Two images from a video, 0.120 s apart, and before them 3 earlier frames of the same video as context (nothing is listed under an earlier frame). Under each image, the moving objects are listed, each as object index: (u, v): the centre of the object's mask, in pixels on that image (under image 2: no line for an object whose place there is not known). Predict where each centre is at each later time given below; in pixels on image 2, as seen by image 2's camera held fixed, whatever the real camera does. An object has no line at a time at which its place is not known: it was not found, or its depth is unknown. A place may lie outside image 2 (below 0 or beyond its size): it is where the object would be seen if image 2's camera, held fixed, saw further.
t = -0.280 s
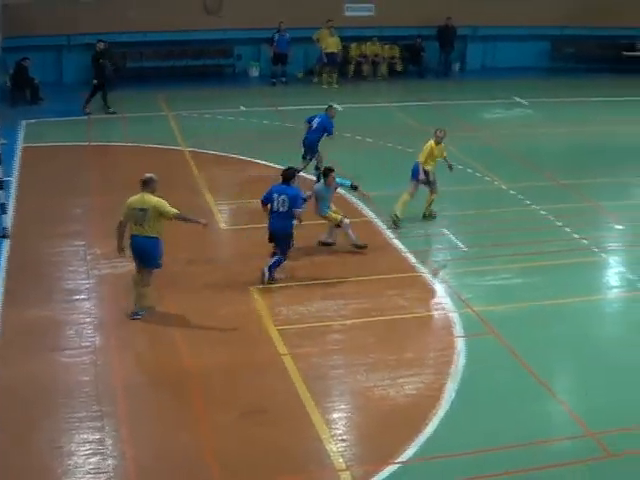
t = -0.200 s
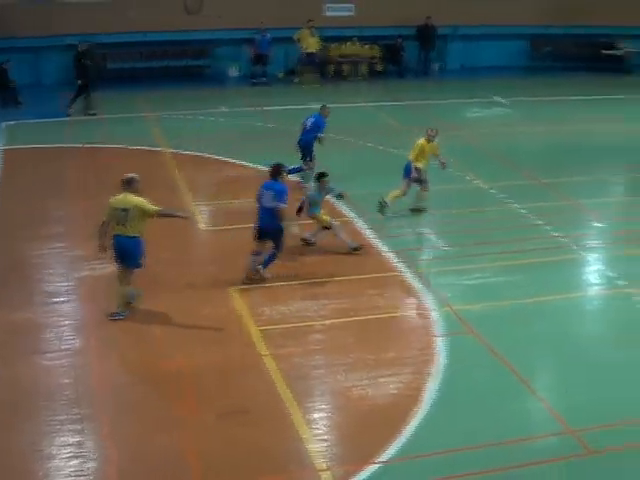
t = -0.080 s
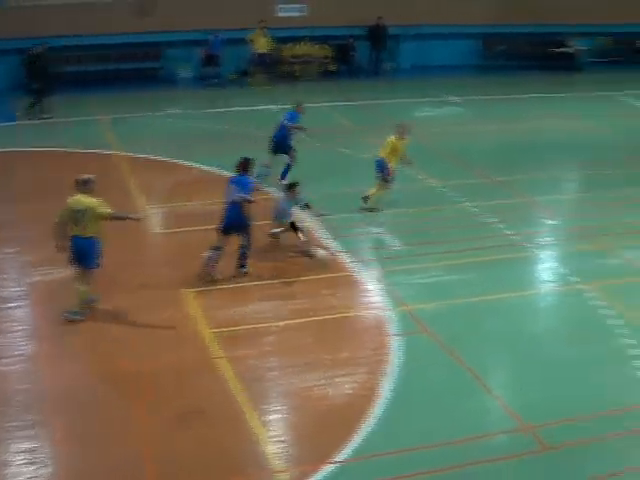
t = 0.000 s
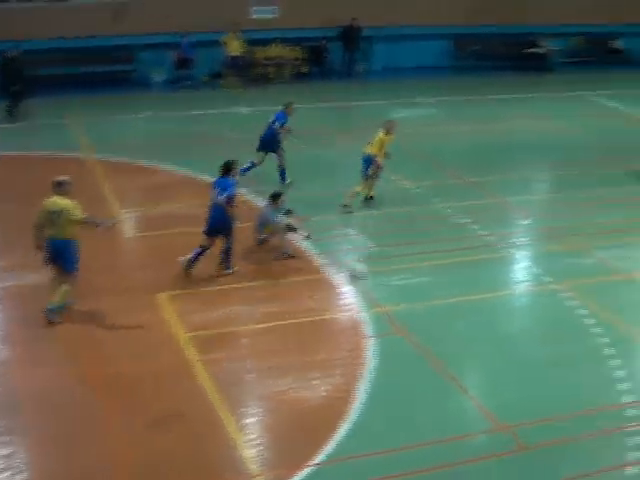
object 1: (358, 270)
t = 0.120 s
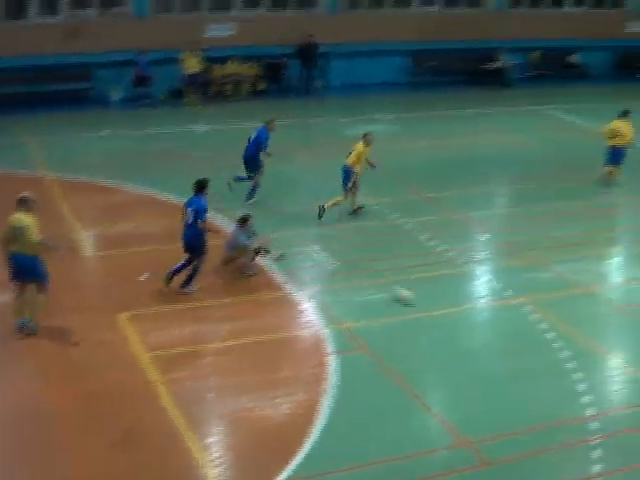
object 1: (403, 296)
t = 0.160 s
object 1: (429, 298)
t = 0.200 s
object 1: (455, 302)
